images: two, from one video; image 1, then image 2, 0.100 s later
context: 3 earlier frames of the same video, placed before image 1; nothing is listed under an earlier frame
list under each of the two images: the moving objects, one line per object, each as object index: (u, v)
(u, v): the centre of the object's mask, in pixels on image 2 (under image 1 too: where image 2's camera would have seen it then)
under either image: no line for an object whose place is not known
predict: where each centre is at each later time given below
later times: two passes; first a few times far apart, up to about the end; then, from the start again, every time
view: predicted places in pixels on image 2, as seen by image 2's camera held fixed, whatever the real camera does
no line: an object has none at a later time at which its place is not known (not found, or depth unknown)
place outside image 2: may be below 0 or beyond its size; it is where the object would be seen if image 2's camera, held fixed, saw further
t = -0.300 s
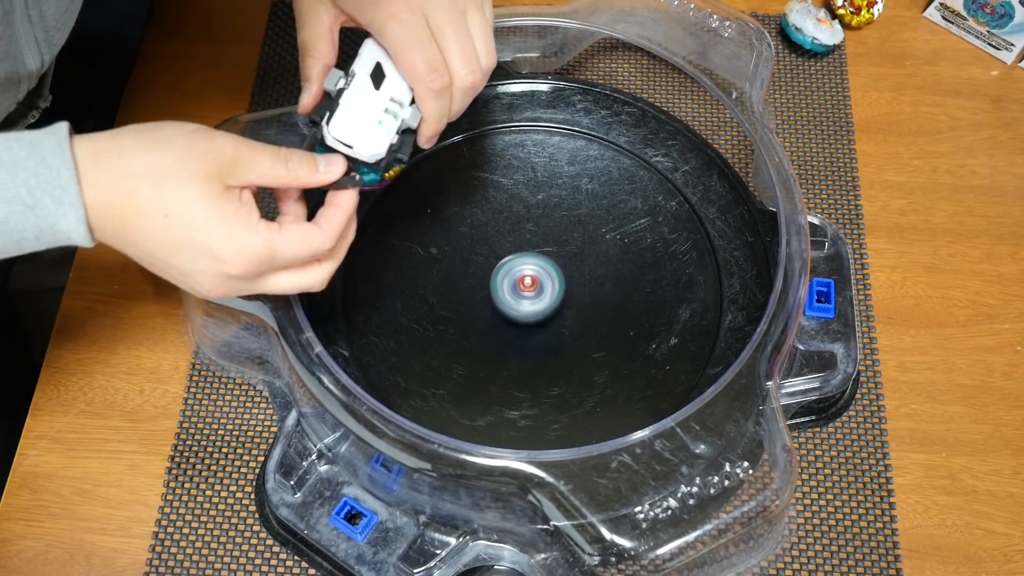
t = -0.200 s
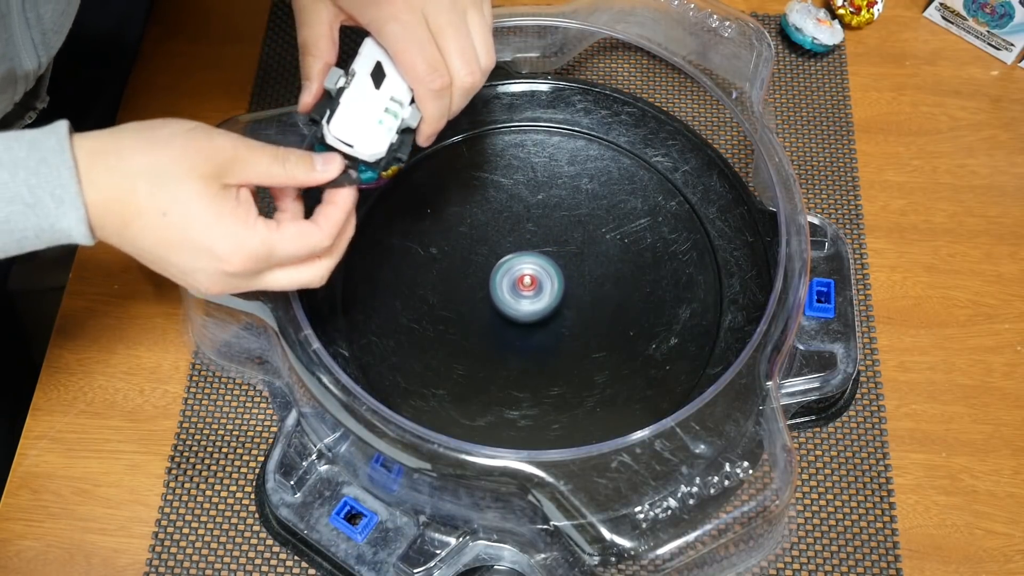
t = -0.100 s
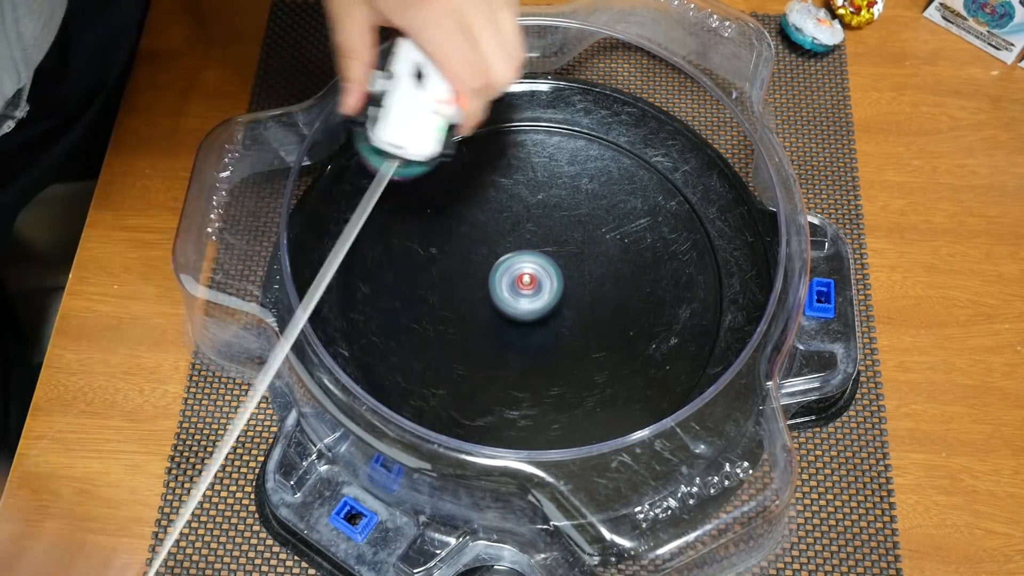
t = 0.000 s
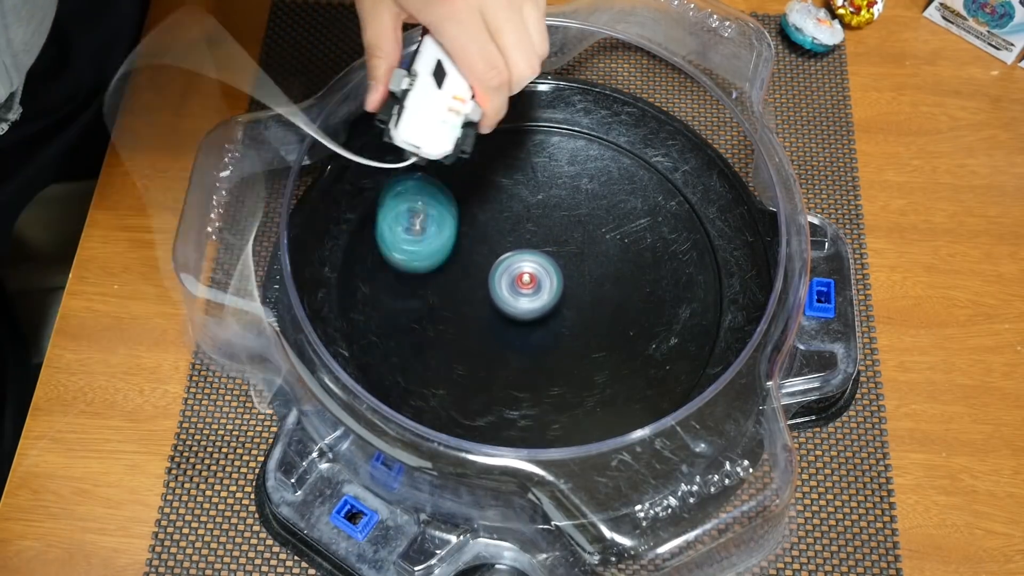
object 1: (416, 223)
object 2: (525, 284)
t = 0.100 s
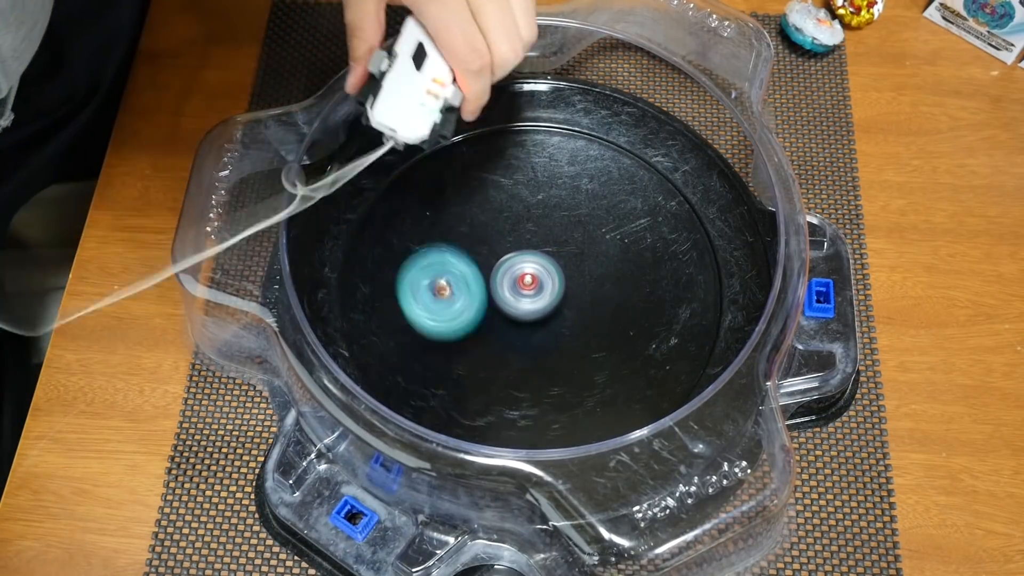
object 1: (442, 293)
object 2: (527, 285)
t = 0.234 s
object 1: (523, 381)
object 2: (528, 285)
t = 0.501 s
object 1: (692, 208)
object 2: (522, 279)
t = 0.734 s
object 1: (526, 92)
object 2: (519, 277)
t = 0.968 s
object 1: (358, 260)
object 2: (524, 278)
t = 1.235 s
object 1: (655, 413)
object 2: (534, 275)
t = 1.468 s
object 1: (699, 152)
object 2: (534, 275)
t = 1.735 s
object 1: (429, 191)
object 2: (536, 278)
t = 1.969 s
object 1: (455, 430)
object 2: (537, 291)
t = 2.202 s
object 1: (696, 332)
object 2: (550, 291)
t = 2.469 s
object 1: (542, 146)
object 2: (548, 276)
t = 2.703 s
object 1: (357, 269)
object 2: (541, 275)
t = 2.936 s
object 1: (532, 426)
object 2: (529, 290)
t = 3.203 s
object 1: (665, 236)
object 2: (525, 293)
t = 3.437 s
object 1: (499, 136)
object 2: (532, 292)
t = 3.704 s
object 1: (370, 275)
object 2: (531, 281)
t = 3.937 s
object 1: (592, 374)
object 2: (526, 276)
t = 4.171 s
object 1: (686, 195)
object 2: (526, 278)
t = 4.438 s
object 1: (484, 138)
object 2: (530, 281)
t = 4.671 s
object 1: (445, 339)
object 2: (535, 281)
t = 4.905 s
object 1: (685, 350)
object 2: (538, 279)
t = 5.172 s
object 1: (603, 159)
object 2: (541, 279)
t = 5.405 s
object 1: (425, 272)
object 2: (538, 281)
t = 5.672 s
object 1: (597, 410)
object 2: (535, 284)
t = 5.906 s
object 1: (655, 250)
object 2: (533, 285)
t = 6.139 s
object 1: (470, 213)
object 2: (531, 284)
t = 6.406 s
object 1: (444, 353)
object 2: (527, 285)
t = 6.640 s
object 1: (568, 346)
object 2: (526, 282)
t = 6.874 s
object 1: (606, 260)
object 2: (513, 260)
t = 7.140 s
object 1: (549, 180)
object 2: (469, 279)
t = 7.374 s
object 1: (479, 232)
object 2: (486, 324)
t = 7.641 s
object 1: (586, 239)
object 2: (498, 414)
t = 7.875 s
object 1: (615, 186)
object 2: (554, 381)
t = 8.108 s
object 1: (556, 210)
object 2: (556, 300)
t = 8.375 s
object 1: (561, 250)
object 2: (500, 306)
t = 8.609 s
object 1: (586, 273)
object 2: (504, 290)
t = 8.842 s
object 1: (604, 279)
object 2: (478, 268)
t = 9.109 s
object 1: (575, 276)
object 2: (500, 244)
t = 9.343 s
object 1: (582, 329)
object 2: (510, 240)
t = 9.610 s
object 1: (577, 320)
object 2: (517, 253)
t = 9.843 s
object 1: (547, 333)
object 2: (525, 229)
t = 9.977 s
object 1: (535, 362)
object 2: (529, 208)
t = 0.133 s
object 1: (454, 330)
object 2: (527, 285)
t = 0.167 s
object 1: (468, 371)
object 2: (527, 285)
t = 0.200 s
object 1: (495, 375)
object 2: (527, 285)
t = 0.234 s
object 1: (523, 381)
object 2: (528, 285)
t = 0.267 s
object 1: (553, 390)
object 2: (528, 284)
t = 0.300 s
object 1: (586, 377)
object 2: (528, 284)
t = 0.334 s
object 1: (616, 364)
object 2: (528, 283)
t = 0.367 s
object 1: (642, 341)
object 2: (527, 282)
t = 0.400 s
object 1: (666, 312)
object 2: (526, 281)
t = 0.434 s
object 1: (681, 278)
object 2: (525, 280)
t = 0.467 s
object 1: (690, 246)
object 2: (523, 280)
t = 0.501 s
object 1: (692, 208)
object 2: (522, 279)
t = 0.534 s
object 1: (684, 176)
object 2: (521, 278)
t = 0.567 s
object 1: (670, 144)
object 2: (520, 277)
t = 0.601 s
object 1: (653, 113)
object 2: (519, 277)
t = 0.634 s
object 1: (633, 87)
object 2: (519, 277)
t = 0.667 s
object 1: (598, 85)
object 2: (519, 277)
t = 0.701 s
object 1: (562, 91)
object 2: (519, 277)
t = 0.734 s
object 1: (526, 92)
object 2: (519, 277)
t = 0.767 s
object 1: (488, 95)
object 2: (520, 277)
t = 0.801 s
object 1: (453, 105)
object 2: (521, 277)
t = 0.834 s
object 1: (422, 121)
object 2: (522, 277)
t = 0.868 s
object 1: (396, 145)
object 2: (523, 278)
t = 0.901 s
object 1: (375, 179)
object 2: (524, 277)
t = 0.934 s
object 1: (363, 217)
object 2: (524, 278)
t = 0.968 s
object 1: (358, 260)
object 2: (524, 278)
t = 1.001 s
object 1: (368, 304)
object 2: (526, 278)
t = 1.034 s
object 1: (390, 347)
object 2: (527, 277)
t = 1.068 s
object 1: (423, 383)
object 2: (528, 277)
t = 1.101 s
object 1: (463, 406)
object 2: (529, 277)
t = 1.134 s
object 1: (507, 423)
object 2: (530, 277)
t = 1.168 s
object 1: (560, 436)
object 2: (533, 276)
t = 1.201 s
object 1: (610, 436)
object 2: (534, 275)
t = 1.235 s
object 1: (655, 413)
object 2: (534, 275)
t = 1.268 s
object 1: (693, 380)
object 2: (534, 275)
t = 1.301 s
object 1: (726, 346)
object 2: (534, 275)
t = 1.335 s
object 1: (750, 309)
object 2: (534, 275)
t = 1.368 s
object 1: (749, 270)
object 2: (534, 275)
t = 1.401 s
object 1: (740, 227)
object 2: (534, 275)
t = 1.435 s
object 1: (726, 188)
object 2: (534, 275)
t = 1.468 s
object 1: (699, 152)
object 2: (534, 275)
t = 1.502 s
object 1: (665, 123)
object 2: (534, 276)
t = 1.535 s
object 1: (630, 99)
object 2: (536, 277)
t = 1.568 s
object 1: (591, 81)
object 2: (537, 277)
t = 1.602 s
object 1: (555, 80)
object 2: (537, 277)
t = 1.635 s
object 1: (522, 102)
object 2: (537, 277)
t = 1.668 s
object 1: (489, 131)
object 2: (537, 277)
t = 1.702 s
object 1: (456, 159)
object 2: (537, 278)
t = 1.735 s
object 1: (429, 191)
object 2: (536, 278)
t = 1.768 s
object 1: (407, 227)
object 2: (535, 278)
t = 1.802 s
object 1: (391, 267)
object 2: (535, 279)
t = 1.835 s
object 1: (387, 305)
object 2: (534, 281)
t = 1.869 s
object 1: (392, 343)
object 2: (534, 284)
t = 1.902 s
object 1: (405, 375)
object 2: (535, 286)
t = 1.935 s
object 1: (426, 404)
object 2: (536, 288)
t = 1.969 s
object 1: (455, 430)
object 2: (537, 291)
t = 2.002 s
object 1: (495, 440)
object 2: (539, 292)
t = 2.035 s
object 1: (539, 434)
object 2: (541, 293)
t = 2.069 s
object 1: (580, 429)
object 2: (543, 294)
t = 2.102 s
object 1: (620, 418)
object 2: (545, 294)
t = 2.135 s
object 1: (656, 398)
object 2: (547, 294)
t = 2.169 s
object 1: (680, 366)
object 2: (549, 293)
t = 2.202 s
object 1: (696, 332)
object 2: (550, 291)
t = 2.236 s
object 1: (702, 295)
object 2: (552, 290)
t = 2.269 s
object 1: (698, 259)
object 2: (552, 287)
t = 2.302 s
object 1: (684, 226)
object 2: (552, 285)
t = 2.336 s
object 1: (664, 197)
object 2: (552, 283)
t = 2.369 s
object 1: (640, 175)
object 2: (550, 281)
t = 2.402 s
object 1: (610, 158)
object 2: (549, 279)
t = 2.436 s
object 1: (578, 150)
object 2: (548, 277)
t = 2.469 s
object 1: (542, 146)
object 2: (548, 276)
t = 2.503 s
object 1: (506, 149)
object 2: (547, 274)
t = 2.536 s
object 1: (473, 159)
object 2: (546, 273)
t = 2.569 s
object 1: (440, 174)
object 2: (546, 273)
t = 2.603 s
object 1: (412, 191)
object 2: (545, 273)
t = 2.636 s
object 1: (389, 213)
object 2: (544, 272)
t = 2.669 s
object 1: (370, 239)
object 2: (543, 273)
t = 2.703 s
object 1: (357, 269)
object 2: (541, 275)
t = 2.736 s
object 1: (351, 301)
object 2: (539, 277)
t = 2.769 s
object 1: (356, 334)
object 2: (537, 280)
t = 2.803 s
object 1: (380, 365)
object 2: (534, 283)
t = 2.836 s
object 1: (412, 390)
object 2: (533, 284)
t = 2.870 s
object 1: (448, 412)
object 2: (531, 287)
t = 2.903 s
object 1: (489, 420)
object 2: (530, 288)
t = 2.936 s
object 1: (532, 426)
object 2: (529, 290)
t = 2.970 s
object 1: (572, 421)
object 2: (528, 292)
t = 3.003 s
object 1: (609, 405)
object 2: (527, 294)
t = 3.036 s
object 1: (641, 383)
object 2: (525, 295)
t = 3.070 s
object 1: (663, 355)
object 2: (524, 295)
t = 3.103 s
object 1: (675, 325)
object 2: (523, 296)
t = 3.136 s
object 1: (679, 295)
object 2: (523, 295)
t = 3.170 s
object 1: (675, 265)
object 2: (523, 294)
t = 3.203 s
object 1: (665, 236)
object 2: (525, 293)
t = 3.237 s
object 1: (650, 211)
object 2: (526, 292)
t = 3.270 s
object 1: (631, 190)
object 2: (528, 291)
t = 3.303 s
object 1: (607, 171)
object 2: (529, 291)
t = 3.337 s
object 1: (582, 156)
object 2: (530, 292)
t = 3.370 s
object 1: (555, 144)
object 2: (531, 292)
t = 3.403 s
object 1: (528, 138)
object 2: (532, 292)
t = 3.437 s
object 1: (499, 136)
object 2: (532, 292)
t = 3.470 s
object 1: (469, 139)
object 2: (532, 290)
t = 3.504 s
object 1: (443, 145)
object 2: (531, 289)
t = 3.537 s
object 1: (419, 157)
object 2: (531, 287)
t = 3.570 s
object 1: (399, 174)
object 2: (531, 285)
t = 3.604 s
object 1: (384, 193)
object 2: (531, 284)
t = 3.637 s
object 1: (374, 216)
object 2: (532, 282)
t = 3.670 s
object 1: (368, 243)
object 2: (531, 281)
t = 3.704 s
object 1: (370, 275)
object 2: (531, 281)
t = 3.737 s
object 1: (381, 307)
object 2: (530, 281)
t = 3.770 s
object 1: (402, 338)
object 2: (528, 281)
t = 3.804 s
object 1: (432, 363)
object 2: (526, 280)
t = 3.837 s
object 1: (469, 380)
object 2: (525, 279)
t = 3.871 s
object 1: (510, 388)
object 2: (525, 277)
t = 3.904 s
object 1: (553, 386)
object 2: (525, 276)
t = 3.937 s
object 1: (592, 374)
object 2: (526, 276)
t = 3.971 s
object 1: (626, 355)
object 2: (527, 277)
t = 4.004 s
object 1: (654, 329)
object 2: (527, 278)
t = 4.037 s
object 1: (674, 302)
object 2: (526, 278)
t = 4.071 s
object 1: (688, 271)
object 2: (526, 278)
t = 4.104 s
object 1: (694, 242)
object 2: (525, 278)
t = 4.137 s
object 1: (694, 217)
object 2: (526, 278)
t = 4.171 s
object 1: (686, 195)
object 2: (526, 278)
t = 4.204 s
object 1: (673, 176)
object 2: (527, 278)
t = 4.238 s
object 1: (656, 156)
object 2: (527, 278)
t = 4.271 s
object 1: (635, 142)
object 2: (527, 278)
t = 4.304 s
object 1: (607, 134)
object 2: (527, 279)
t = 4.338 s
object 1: (580, 128)
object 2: (527, 279)
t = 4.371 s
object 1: (548, 125)
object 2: (528, 279)
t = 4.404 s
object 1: (514, 128)
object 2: (529, 280)
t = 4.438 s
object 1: (484, 138)
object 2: (530, 281)
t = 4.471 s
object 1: (456, 155)
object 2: (530, 281)
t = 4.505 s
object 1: (434, 178)
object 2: (531, 282)
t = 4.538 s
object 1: (419, 206)
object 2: (531, 281)
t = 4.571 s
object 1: (411, 240)
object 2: (532, 281)
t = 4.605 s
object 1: (414, 275)
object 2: (533, 281)
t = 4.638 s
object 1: (425, 308)
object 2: (534, 281)
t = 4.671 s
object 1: (445, 339)
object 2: (535, 281)
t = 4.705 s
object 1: (474, 365)
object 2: (535, 280)
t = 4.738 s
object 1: (509, 384)
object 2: (536, 279)
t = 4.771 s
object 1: (546, 393)
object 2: (537, 279)
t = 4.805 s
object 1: (584, 394)
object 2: (538, 279)
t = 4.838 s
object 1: (622, 386)
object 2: (538, 279)
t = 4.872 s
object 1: (658, 371)
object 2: (538, 279)
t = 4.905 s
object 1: (685, 350)
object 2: (538, 279)
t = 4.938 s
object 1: (709, 322)
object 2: (539, 278)
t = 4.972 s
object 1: (717, 292)
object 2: (539, 278)
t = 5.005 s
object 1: (709, 263)
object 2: (540, 279)
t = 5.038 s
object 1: (698, 232)
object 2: (540, 279)
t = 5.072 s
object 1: (682, 205)
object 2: (540, 279)
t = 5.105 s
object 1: (660, 183)
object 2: (540, 279)
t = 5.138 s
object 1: (633, 167)
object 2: (541, 278)
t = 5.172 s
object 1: (603, 159)
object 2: (541, 279)
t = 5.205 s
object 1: (570, 157)
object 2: (540, 279)
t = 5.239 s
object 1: (535, 162)
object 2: (540, 279)
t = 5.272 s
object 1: (503, 174)
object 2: (539, 279)
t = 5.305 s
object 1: (475, 191)
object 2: (539, 280)
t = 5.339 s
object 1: (452, 215)
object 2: (539, 281)
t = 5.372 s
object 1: (434, 241)
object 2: (538, 281)
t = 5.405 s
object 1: (425, 272)
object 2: (538, 281)
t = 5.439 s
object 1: (424, 305)
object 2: (538, 282)
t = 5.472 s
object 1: (430, 336)
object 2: (538, 282)
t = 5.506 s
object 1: (445, 365)
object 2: (537, 283)
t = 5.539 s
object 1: (468, 390)
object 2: (536, 283)
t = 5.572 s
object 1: (495, 407)
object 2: (536, 283)
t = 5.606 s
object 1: (528, 415)
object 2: (536, 284)
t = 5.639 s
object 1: (563, 416)
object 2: (536, 284)
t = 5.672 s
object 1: (597, 410)
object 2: (535, 284)
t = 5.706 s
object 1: (627, 398)
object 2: (535, 284)
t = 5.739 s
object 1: (651, 381)
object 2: (535, 284)
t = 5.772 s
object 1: (669, 355)
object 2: (535, 284)
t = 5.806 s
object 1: (677, 329)
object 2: (534, 284)
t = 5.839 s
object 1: (677, 299)
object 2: (534, 284)
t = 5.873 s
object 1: (669, 274)
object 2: (534, 284)
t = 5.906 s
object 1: (655, 250)
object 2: (533, 285)
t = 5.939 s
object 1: (635, 230)
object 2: (533, 285)
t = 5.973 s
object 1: (611, 215)
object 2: (533, 284)
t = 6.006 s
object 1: (584, 204)
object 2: (532, 284)
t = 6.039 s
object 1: (555, 199)
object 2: (532, 284)
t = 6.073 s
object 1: (525, 198)
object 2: (531, 284)
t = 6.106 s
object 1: (496, 203)
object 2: (531, 284)
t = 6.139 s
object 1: (470, 213)
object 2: (531, 284)
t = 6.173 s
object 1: (449, 227)
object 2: (530, 284)
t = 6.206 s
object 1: (430, 246)
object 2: (529, 284)
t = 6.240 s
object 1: (420, 265)
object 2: (529, 284)
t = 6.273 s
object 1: (415, 286)
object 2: (529, 284)
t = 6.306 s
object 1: (416, 305)
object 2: (529, 285)
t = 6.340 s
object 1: (421, 324)
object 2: (528, 285)
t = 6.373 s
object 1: (431, 340)
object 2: (528, 285)
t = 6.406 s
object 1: (444, 353)
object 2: (527, 285)
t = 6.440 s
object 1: (459, 363)
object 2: (527, 285)
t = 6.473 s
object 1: (478, 369)
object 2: (527, 285)
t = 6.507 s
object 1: (497, 372)
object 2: (527, 284)
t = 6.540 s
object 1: (517, 370)
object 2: (527, 283)
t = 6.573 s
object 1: (536, 365)
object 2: (527, 283)
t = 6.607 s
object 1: (553, 356)
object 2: (527, 283)
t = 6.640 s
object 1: (568, 346)
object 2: (526, 282)
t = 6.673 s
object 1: (584, 339)
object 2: (523, 275)
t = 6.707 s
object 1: (596, 328)
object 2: (520, 268)
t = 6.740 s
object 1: (605, 315)
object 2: (518, 265)
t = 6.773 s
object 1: (610, 302)
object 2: (517, 262)
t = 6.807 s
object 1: (611, 288)
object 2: (516, 261)
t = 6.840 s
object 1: (610, 275)
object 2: (514, 260)
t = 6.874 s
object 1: (606, 260)
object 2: (513, 260)
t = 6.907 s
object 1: (601, 248)
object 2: (512, 260)
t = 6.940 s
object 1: (592, 235)
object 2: (511, 260)
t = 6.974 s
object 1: (582, 224)
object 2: (510, 260)
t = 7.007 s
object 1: (581, 211)
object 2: (496, 264)
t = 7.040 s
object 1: (578, 200)
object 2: (484, 269)
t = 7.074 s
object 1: (571, 192)
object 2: (476, 272)
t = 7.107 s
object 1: (561, 184)
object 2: (471, 276)
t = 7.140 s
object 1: (549, 180)
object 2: (469, 279)
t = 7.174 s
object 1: (533, 179)
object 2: (470, 282)
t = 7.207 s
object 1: (519, 182)
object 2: (472, 284)
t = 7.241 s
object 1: (504, 190)
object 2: (475, 287)
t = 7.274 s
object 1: (491, 202)
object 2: (478, 289)
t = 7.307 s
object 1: (483, 216)
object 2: (481, 293)
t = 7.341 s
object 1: (479, 223)
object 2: (483, 310)
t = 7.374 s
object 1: (479, 232)
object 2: (486, 324)
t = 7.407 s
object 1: (483, 245)
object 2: (490, 335)
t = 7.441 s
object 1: (491, 257)
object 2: (496, 341)
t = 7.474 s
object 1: (503, 268)
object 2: (502, 345)
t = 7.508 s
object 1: (521, 269)
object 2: (500, 357)
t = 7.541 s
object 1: (542, 263)
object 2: (496, 380)
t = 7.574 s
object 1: (559, 256)
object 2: (494, 399)
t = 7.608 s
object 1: (574, 248)
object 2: (495, 411)
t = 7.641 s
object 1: (586, 239)
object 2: (498, 414)
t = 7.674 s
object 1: (594, 232)
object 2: (505, 416)
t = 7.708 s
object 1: (600, 225)
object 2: (513, 415)
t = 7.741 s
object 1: (605, 218)
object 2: (521, 414)
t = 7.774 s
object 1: (609, 210)
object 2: (531, 409)
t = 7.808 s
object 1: (613, 202)
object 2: (539, 401)
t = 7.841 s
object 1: (615, 194)
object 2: (548, 392)
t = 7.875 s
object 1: (615, 186)
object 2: (554, 381)
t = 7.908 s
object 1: (612, 177)
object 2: (560, 370)
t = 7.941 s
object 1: (606, 173)
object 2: (561, 357)
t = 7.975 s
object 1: (596, 171)
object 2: (564, 345)
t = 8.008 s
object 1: (584, 175)
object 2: (563, 333)
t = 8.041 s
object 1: (573, 183)
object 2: (562, 321)
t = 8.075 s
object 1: (563, 195)
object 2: (559, 310)
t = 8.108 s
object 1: (556, 210)
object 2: (556, 300)
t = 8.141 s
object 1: (551, 222)
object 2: (550, 296)
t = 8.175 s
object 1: (551, 223)
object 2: (542, 304)
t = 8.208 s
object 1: (551, 226)
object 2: (532, 308)
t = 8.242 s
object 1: (552, 230)
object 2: (523, 310)
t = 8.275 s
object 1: (553, 235)
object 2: (514, 311)
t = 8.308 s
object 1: (555, 240)
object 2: (507, 310)
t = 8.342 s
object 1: (558, 245)
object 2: (503, 309)
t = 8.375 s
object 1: (561, 250)
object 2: (500, 306)
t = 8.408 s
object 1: (566, 256)
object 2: (499, 304)
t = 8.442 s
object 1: (570, 260)
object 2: (499, 301)
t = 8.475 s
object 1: (574, 264)
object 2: (500, 298)
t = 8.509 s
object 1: (578, 267)
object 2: (502, 296)
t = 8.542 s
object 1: (581, 269)
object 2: (503, 293)
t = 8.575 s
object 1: (585, 271)
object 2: (504, 292)
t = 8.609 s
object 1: (586, 273)
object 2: (504, 290)
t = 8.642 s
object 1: (587, 274)
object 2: (504, 288)
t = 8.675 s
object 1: (586, 275)
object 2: (504, 287)
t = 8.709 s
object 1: (585, 276)
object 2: (503, 284)
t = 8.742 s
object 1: (585, 278)
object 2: (501, 282)
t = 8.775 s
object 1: (593, 280)
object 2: (488, 277)
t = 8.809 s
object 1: (599, 281)
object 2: (481, 272)
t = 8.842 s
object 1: (604, 279)
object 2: (478, 268)
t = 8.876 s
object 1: (608, 277)
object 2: (478, 263)
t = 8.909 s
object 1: (609, 275)
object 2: (481, 260)
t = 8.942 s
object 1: (608, 272)
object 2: (482, 257)
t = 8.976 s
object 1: (605, 271)
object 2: (485, 253)
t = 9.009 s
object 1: (600, 271)
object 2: (489, 251)
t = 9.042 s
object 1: (593, 271)
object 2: (492, 248)
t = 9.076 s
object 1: (584, 272)
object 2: (496, 245)
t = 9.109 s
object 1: (575, 276)
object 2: (500, 244)
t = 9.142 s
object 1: (569, 283)
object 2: (500, 239)
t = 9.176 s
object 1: (568, 292)
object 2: (501, 235)
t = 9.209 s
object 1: (569, 301)
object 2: (502, 234)
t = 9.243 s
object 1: (570, 310)
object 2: (503, 233)
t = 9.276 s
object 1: (573, 318)
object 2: (506, 234)
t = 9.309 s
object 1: (577, 324)
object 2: (509, 237)
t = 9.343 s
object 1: (582, 329)
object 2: (510, 240)
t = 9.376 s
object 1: (586, 331)
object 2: (514, 243)
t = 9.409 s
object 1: (587, 330)
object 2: (517, 248)
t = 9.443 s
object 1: (588, 328)
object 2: (517, 252)
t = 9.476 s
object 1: (588, 325)
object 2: (520, 255)
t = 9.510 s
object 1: (585, 322)
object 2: (522, 259)
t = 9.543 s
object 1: (580, 317)
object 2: (521, 263)
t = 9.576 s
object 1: (579, 318)
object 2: (519, 257)
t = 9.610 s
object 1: (577, 320)
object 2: (517, 253)
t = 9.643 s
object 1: (575, 321)
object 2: (515, 250)
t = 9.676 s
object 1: (573, 321)
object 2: (514, 248)
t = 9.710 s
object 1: (569, 321)
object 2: (516, 248)
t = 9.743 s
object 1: (565, 320)
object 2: (518, 250)
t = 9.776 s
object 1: (560, 320)
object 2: (519, 252)
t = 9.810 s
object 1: (553, 324)
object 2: (522, 245)
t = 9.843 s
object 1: (547, 333)
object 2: (525, 229)
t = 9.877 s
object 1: (542, 340)
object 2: (527, 218)
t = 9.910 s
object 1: (537, 348)
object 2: (528, 212)
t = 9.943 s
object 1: (535, 357)
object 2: (529, 209)
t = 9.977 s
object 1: (535, 362)
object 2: (529, 208)
